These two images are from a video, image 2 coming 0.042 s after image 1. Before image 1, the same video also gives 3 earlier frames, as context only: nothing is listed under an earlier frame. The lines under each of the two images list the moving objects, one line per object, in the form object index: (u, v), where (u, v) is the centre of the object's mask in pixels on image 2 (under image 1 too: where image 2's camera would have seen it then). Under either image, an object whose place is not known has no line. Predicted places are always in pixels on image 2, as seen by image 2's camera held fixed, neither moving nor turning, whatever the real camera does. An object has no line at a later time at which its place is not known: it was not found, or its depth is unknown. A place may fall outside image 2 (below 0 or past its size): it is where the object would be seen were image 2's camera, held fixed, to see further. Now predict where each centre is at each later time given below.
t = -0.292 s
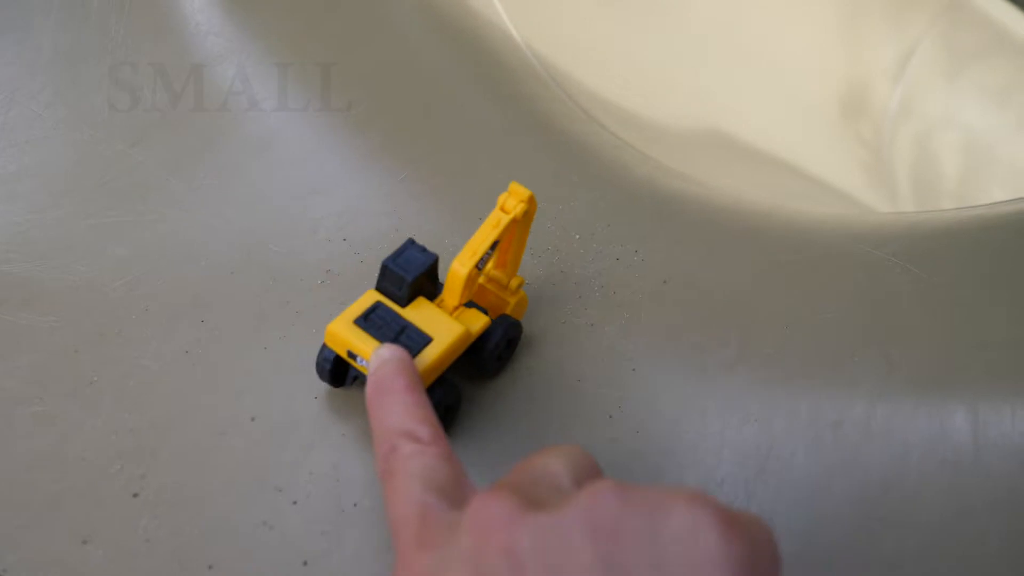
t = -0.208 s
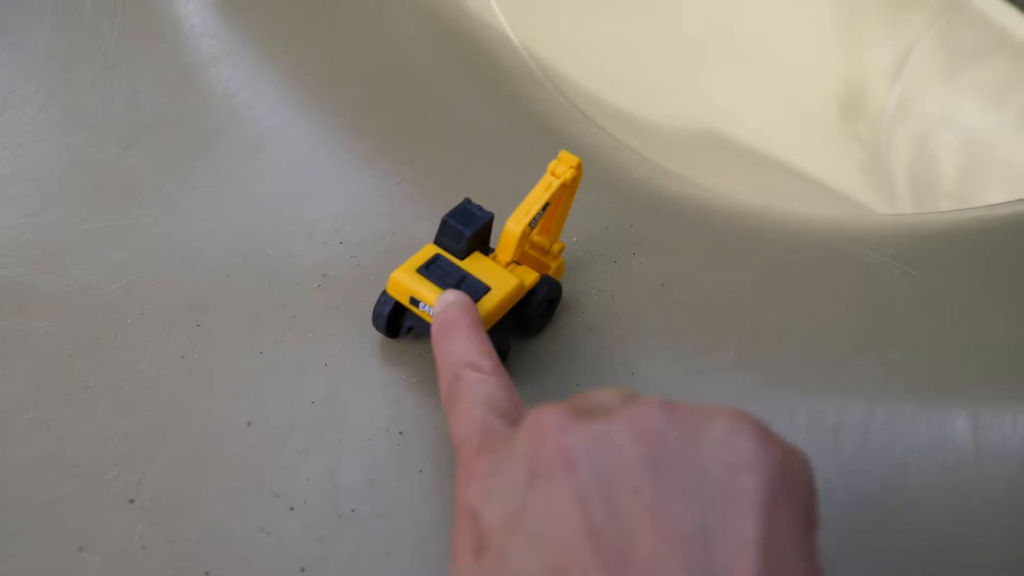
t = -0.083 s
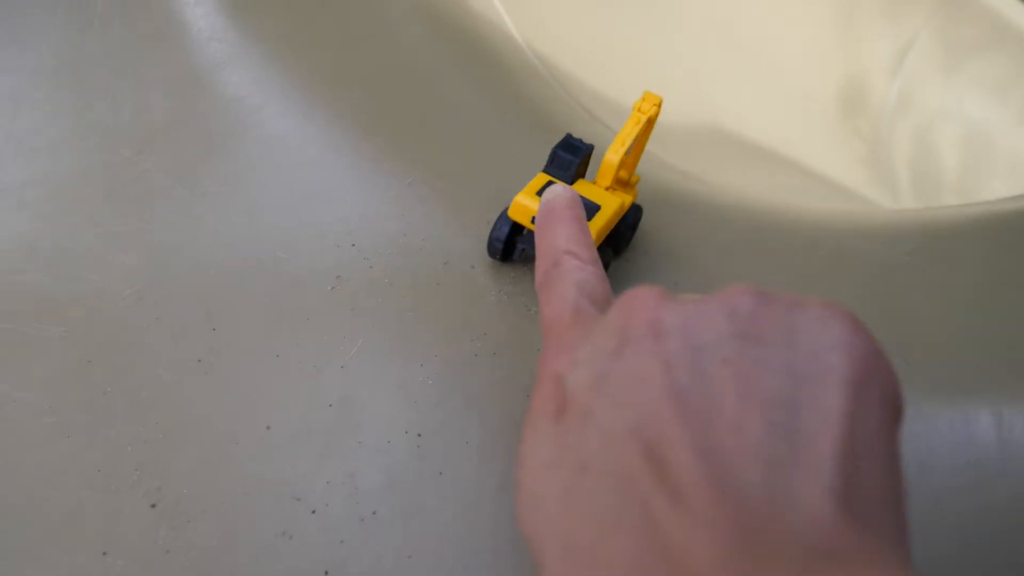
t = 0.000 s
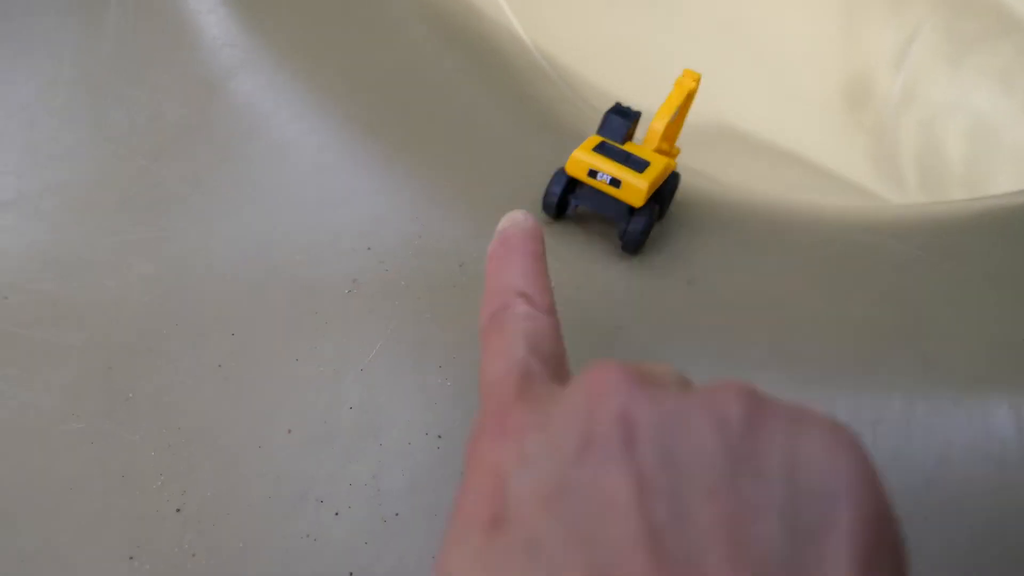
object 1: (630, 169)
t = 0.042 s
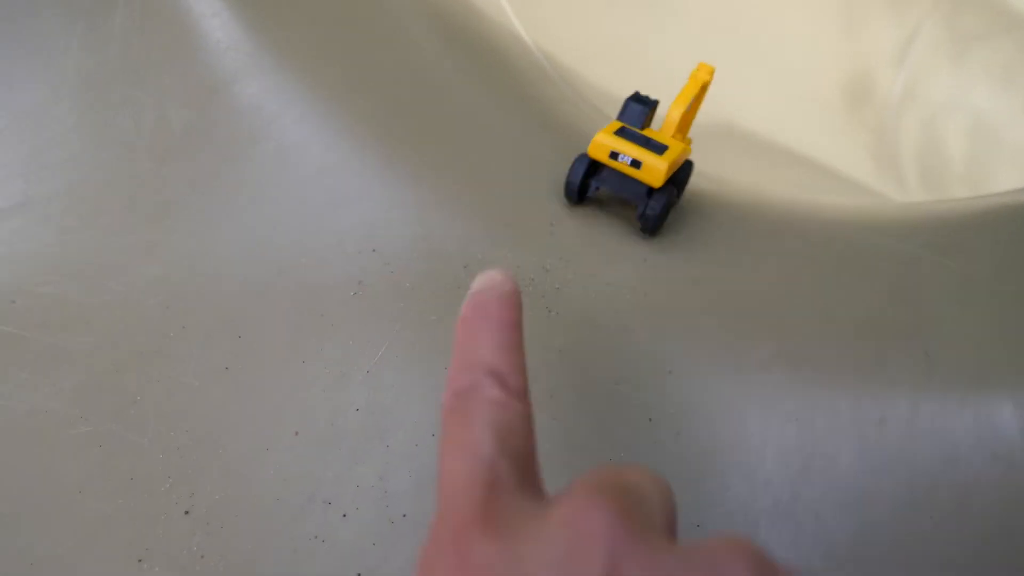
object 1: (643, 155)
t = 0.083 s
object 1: (657, 142)
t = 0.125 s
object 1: (670, 132)
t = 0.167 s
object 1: (682, 124)
